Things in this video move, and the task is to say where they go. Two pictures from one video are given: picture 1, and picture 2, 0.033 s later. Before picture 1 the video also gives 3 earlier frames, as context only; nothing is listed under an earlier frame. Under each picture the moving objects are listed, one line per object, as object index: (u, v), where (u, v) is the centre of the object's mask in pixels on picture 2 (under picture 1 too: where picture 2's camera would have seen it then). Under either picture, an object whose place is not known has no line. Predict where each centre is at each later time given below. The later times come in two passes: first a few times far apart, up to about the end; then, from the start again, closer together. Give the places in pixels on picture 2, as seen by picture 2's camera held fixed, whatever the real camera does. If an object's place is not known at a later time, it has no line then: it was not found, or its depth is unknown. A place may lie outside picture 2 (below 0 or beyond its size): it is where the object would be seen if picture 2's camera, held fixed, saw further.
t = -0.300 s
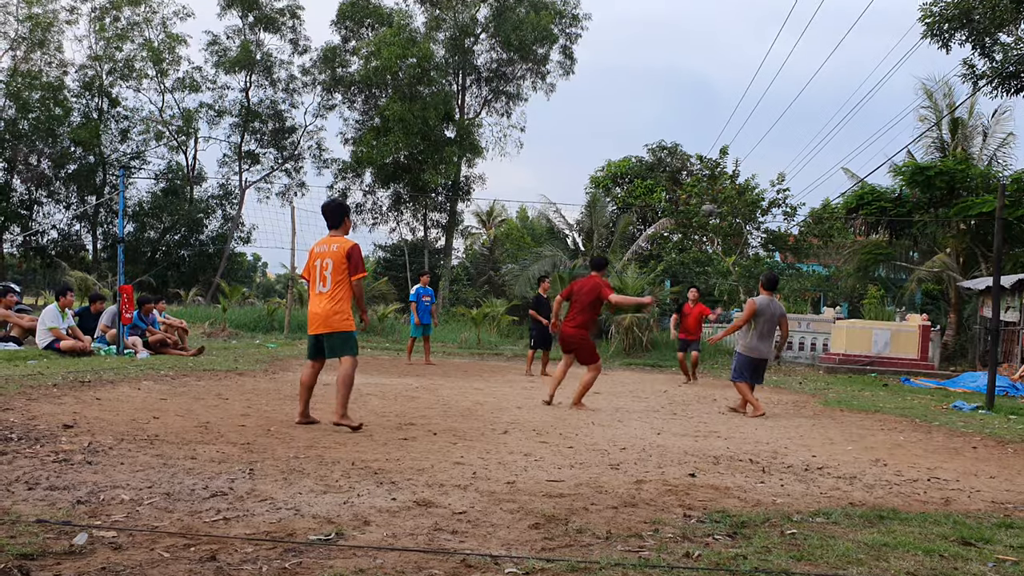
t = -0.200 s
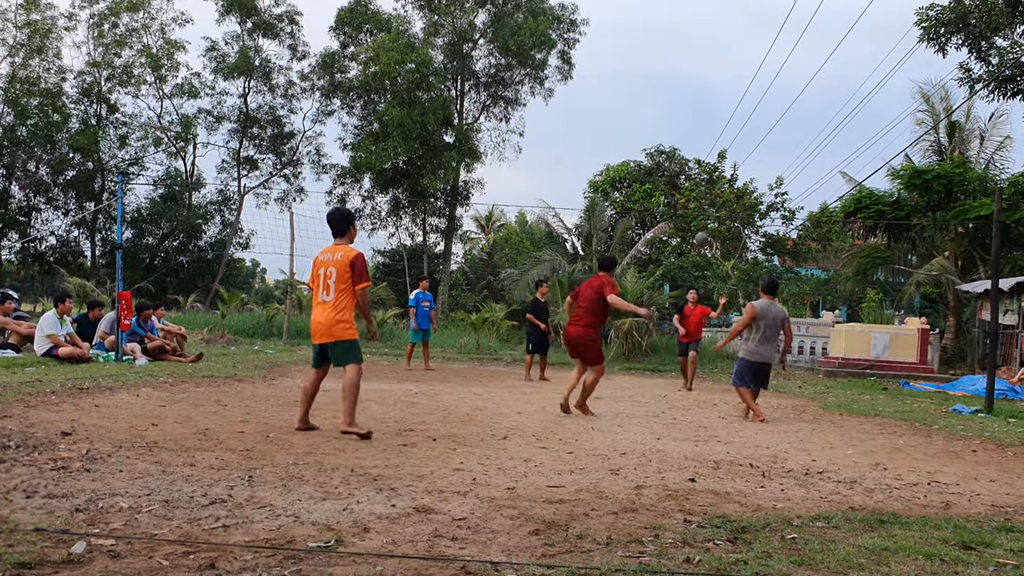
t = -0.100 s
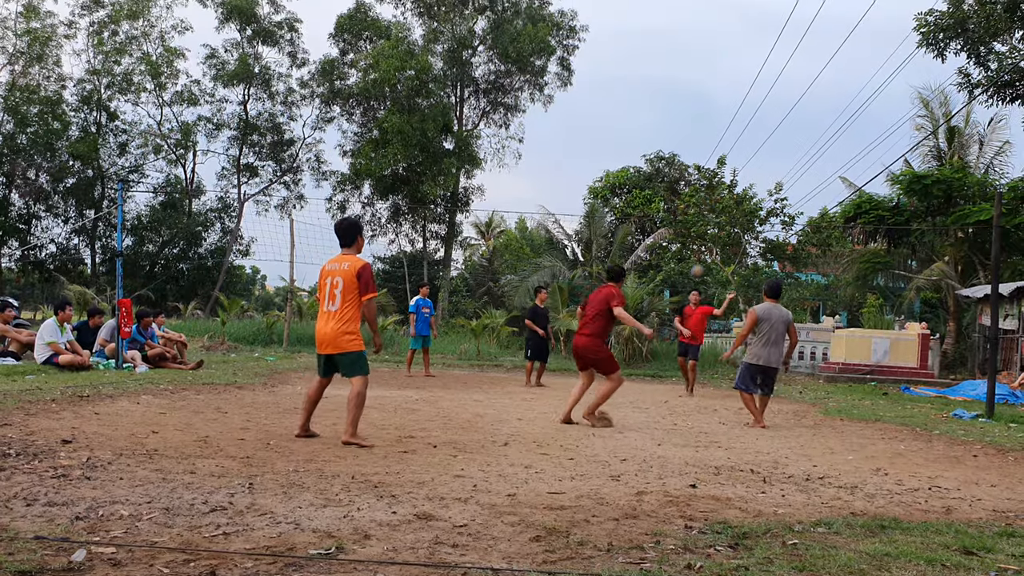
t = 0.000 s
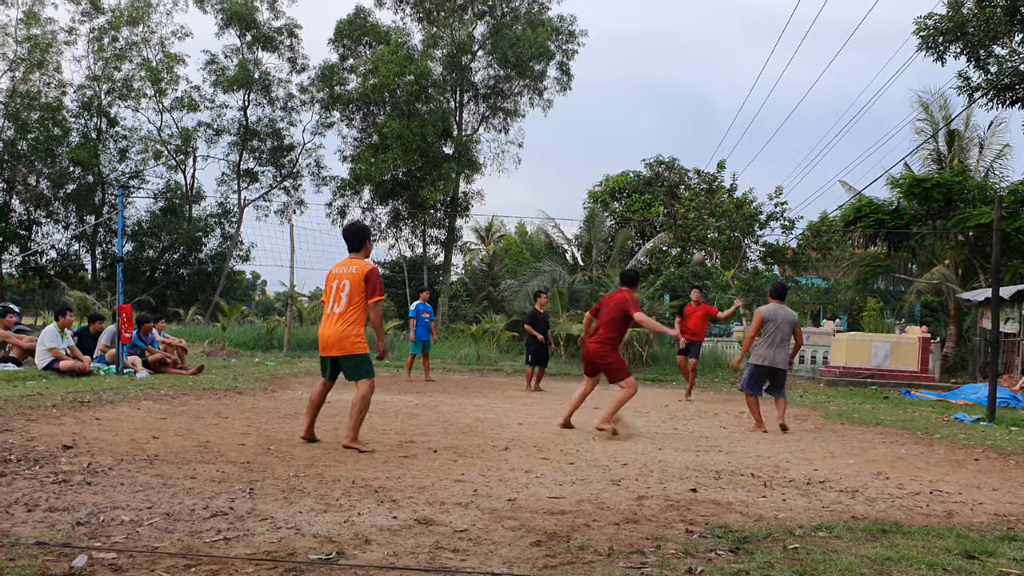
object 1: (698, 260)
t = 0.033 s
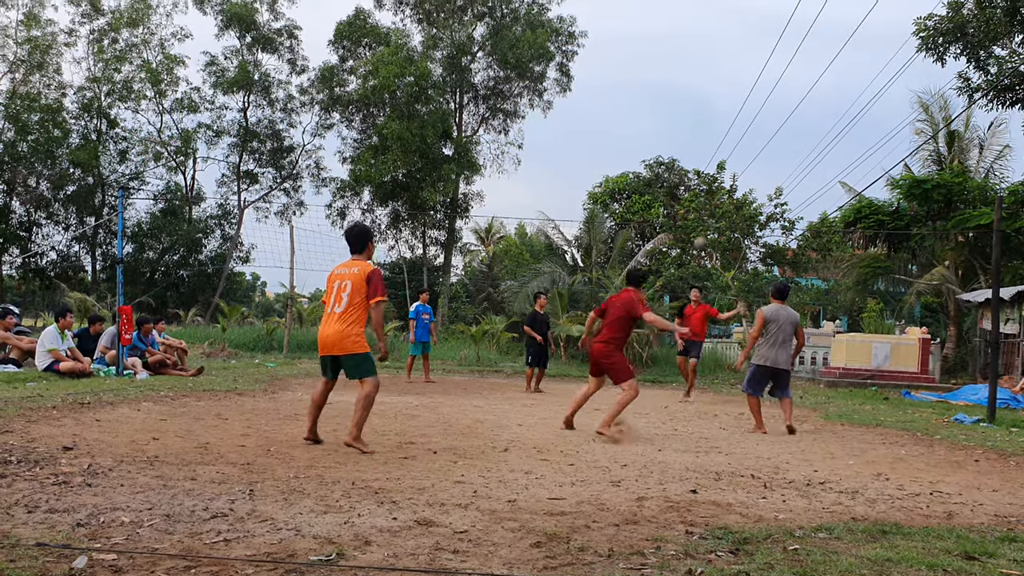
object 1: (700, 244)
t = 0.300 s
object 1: (715, 124)
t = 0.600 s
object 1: (731, 18)
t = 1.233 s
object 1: (749, 1)
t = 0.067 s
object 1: (702, 225)
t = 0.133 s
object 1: (706, 194)
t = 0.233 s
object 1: (712, 151)
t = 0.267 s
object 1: (714, 137)
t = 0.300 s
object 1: (715, 124)
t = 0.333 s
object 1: (717, 110)
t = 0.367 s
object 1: (719, 97)
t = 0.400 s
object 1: (721, 85)
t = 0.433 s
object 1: (723, 72)
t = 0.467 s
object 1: (724, 60)
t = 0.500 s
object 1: (726, 49)
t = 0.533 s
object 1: (728, 38)
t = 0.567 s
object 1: (729, 28)
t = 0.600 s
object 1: (731, 18)
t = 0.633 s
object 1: (732, 9)
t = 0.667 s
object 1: (733, 1)
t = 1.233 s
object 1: (749, 1)
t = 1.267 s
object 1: (750, 13)
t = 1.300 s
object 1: (750, 28)
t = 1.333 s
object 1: (751, 45)
